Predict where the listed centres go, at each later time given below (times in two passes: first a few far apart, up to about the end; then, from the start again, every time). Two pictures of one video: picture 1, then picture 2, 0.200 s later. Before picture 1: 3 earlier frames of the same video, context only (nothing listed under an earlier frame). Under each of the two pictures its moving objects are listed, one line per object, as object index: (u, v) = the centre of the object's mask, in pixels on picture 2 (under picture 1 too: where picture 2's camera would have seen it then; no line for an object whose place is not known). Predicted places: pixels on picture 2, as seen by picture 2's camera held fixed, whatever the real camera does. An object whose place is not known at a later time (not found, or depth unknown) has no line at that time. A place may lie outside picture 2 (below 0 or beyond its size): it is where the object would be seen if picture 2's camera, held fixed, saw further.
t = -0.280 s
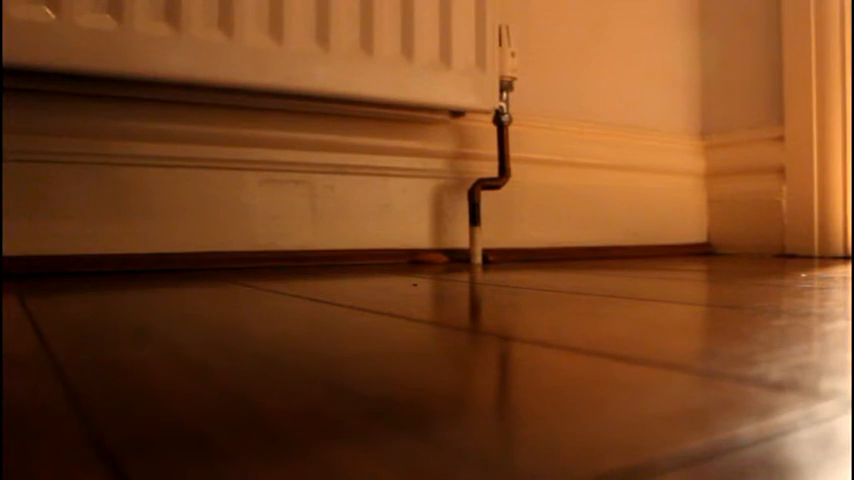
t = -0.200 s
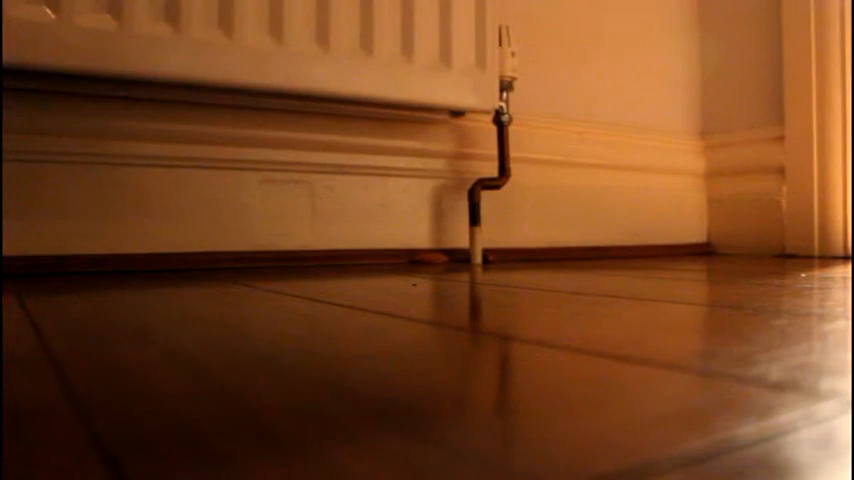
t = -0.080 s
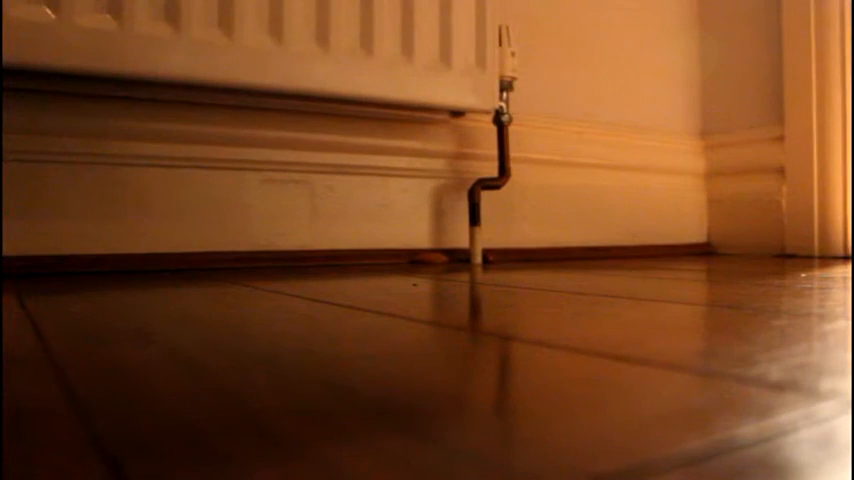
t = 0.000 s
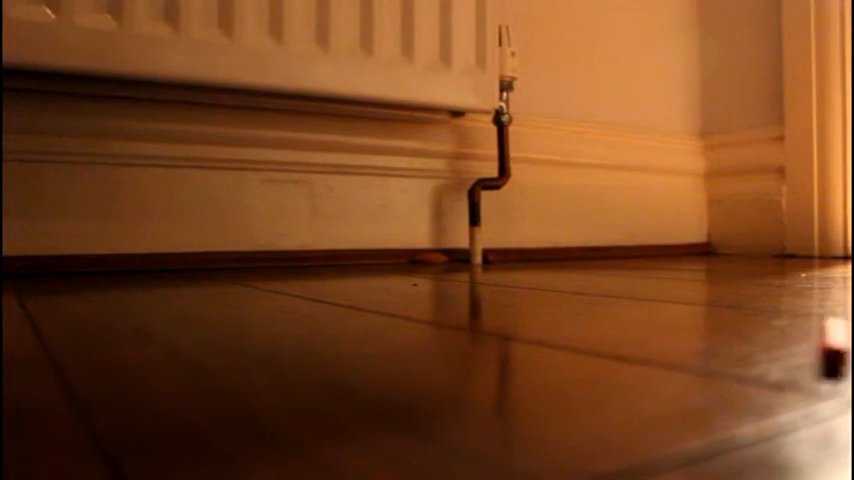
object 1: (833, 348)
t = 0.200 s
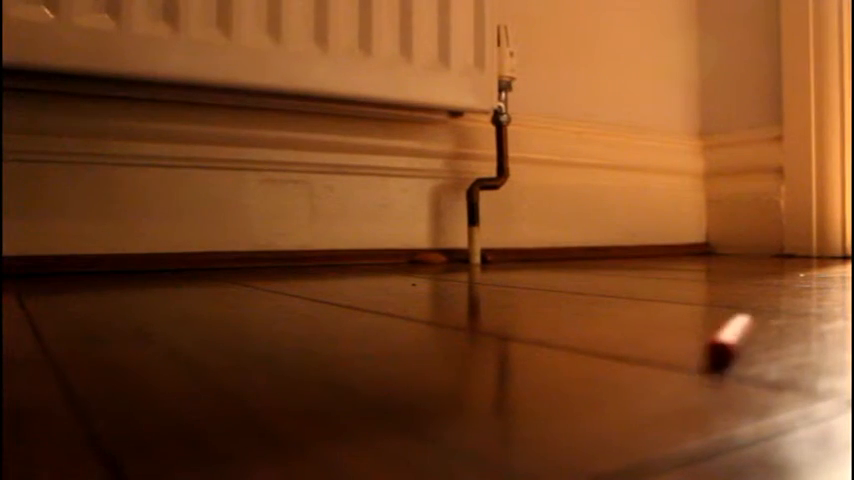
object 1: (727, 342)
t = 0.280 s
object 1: (695, 338)
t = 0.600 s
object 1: (587, 332)
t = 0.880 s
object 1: (520, 329)
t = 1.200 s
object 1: (466, 324)
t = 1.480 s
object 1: (431, 322)
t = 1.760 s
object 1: (432, 323)
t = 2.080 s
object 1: (458, 325)
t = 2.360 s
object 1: (474, 325)
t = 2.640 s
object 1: (470, 324)
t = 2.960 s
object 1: (461, 325)
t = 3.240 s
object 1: (461, 325)
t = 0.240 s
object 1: (710, 340)
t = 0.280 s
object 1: (695, 338)
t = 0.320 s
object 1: (678, 337)
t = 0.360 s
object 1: (663, 337)
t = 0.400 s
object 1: (648, 336)
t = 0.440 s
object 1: (635, 335)
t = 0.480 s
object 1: (622, 334)
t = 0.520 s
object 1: (610, 333)
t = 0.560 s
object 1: (598, 332)
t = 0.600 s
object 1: (587, 332)
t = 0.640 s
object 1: (576, 332)
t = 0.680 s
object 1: (566, 331)
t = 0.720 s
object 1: (555, 330)
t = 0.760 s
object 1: (546, 330)
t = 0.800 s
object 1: (536, 329)
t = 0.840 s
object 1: (528, 328)
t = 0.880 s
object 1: (520, 329)
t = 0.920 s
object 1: (513, 328)
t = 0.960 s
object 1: (504, 328)
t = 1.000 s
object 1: (496, 326)
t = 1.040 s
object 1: (489, 326)
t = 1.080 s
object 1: (483, 326)
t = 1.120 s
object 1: (476, 325)
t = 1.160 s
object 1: (472, 325)
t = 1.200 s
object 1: (466, 324)
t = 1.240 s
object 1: (460, 325)
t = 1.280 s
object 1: (455, 325)
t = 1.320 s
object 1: (449, 325)
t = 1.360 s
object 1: (444, 324)
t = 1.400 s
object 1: (440, 322)
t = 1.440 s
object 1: (436, 322)
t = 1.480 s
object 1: (431, 322)
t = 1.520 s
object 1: (428, 322)
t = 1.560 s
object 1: (425, 322)
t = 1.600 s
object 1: (425, 322)
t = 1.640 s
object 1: (425, 322)
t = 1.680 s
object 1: (425, 322)
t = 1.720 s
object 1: (427, 323)
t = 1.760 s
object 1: (432, 323)
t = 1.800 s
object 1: (435, 323)
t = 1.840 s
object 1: (440, 323)
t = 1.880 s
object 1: (442, 323)
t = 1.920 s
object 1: (445, 324)
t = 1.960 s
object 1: (448, 325)
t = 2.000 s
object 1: (452, 325)
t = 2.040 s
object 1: (456, 326)
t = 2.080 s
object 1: (458, 325)
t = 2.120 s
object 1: (461, 325)
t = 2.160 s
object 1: (463, 324)
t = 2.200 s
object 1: (467, 324)
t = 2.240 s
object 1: (468, 324)
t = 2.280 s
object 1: (470, 324)
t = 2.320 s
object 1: (472, 325)
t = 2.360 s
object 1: (474, 325)
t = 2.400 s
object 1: (476, 325)
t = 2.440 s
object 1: (476, 325)
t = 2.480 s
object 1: (475, 325)
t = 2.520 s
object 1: (474, 325)
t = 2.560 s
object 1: (473, 325)
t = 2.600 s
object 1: (471, 324)
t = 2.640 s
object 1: (470, 324)
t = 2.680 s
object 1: (469, 324)
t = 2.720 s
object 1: (468, 324)
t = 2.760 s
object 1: (467, 324)
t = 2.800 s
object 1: (466, 324)
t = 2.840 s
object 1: (464, 324)
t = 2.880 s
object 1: (464, 324)
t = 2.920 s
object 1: (462, 325)
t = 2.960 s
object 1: (461, 325)
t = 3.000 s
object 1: (460, 325)
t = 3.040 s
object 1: (460, 325)
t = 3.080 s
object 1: (460, 325)
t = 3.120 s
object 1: (460, 325)
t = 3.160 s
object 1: (461, 325)
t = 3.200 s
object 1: (461, 324)
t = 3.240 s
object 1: (461, 325)
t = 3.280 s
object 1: (461, 324)
